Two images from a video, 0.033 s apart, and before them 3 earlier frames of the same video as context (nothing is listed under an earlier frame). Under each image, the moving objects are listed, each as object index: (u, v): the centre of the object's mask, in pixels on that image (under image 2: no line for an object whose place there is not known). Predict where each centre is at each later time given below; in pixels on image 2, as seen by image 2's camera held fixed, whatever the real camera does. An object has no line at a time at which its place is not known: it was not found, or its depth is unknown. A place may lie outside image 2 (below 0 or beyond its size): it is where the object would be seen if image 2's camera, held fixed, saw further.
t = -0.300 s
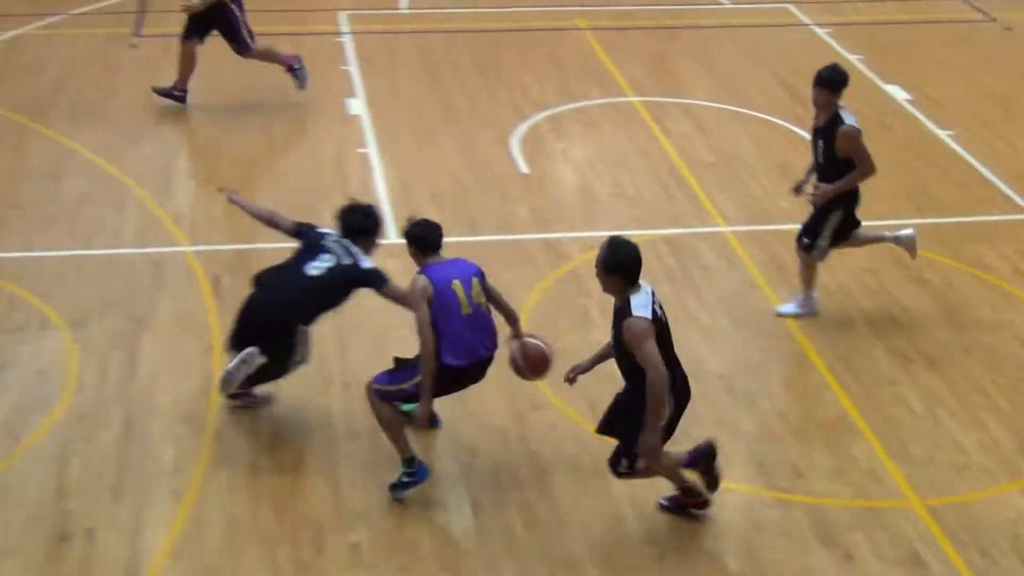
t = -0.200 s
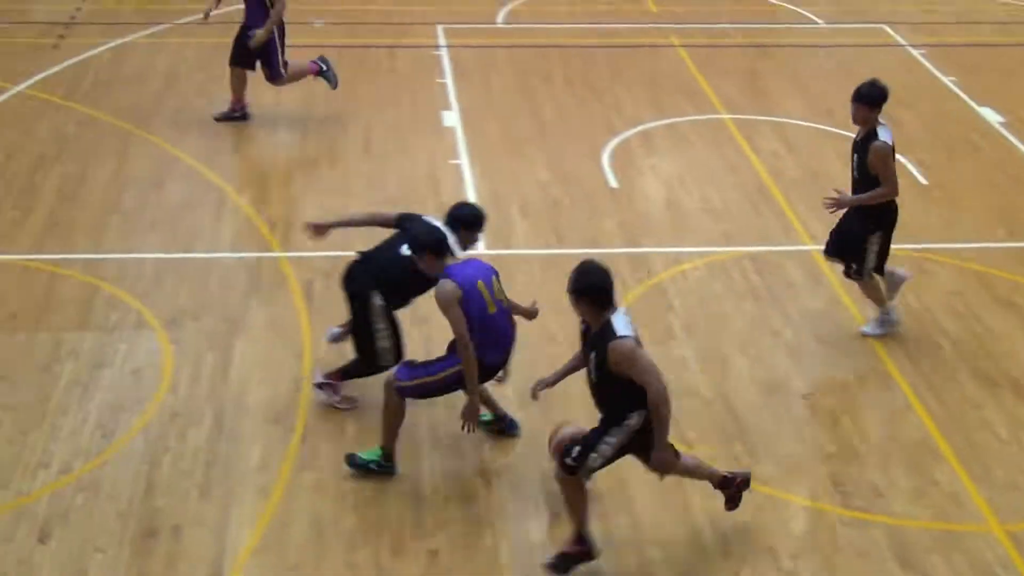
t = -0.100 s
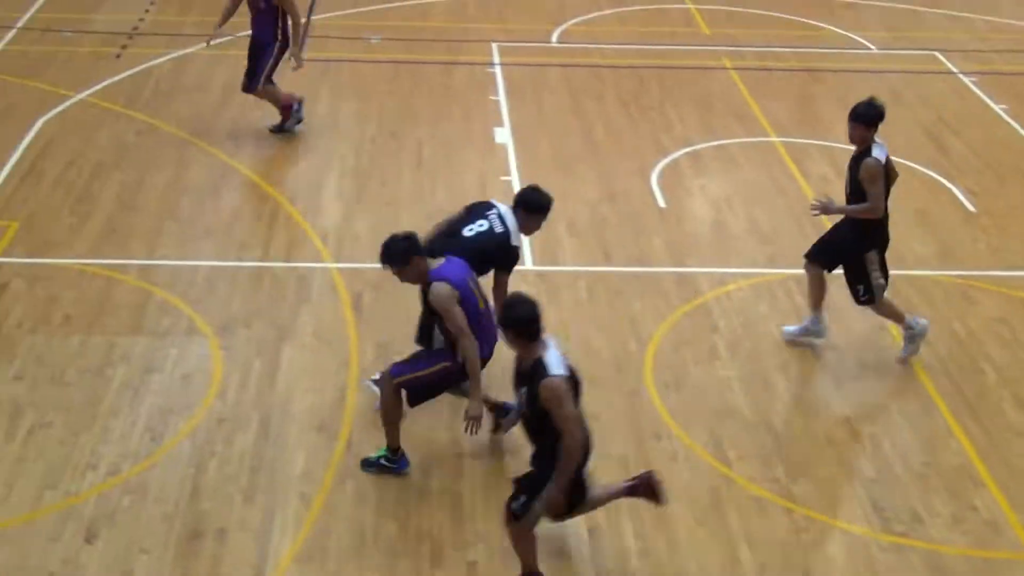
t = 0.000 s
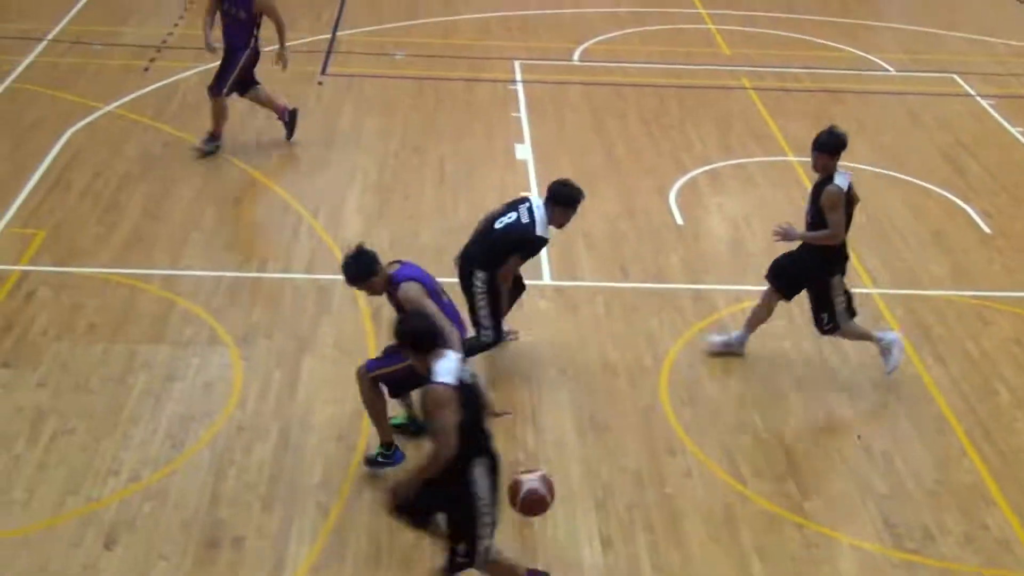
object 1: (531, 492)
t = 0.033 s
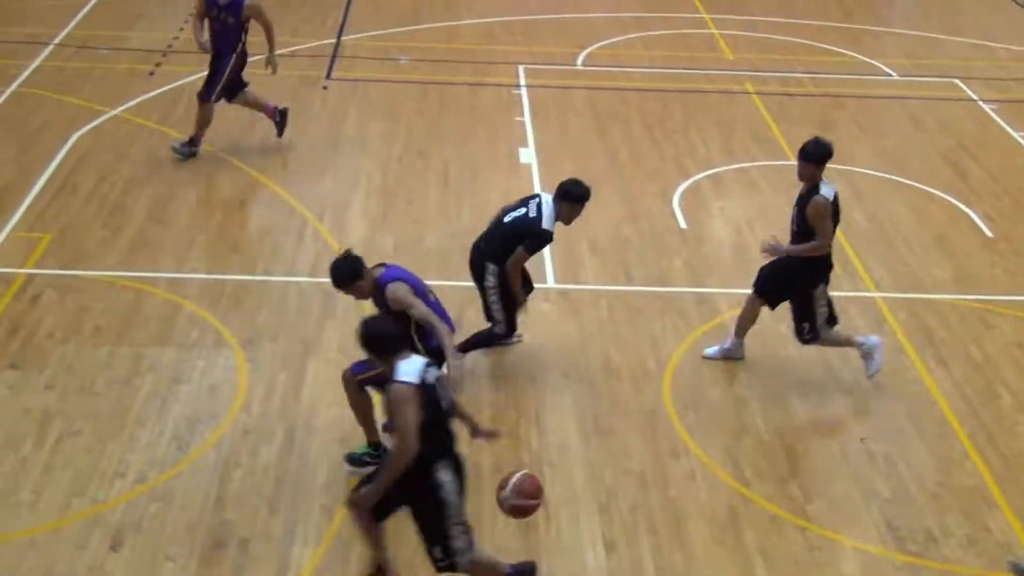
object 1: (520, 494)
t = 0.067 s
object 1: (502, 495)
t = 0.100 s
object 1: (484, 499)
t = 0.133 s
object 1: (465, 503)
